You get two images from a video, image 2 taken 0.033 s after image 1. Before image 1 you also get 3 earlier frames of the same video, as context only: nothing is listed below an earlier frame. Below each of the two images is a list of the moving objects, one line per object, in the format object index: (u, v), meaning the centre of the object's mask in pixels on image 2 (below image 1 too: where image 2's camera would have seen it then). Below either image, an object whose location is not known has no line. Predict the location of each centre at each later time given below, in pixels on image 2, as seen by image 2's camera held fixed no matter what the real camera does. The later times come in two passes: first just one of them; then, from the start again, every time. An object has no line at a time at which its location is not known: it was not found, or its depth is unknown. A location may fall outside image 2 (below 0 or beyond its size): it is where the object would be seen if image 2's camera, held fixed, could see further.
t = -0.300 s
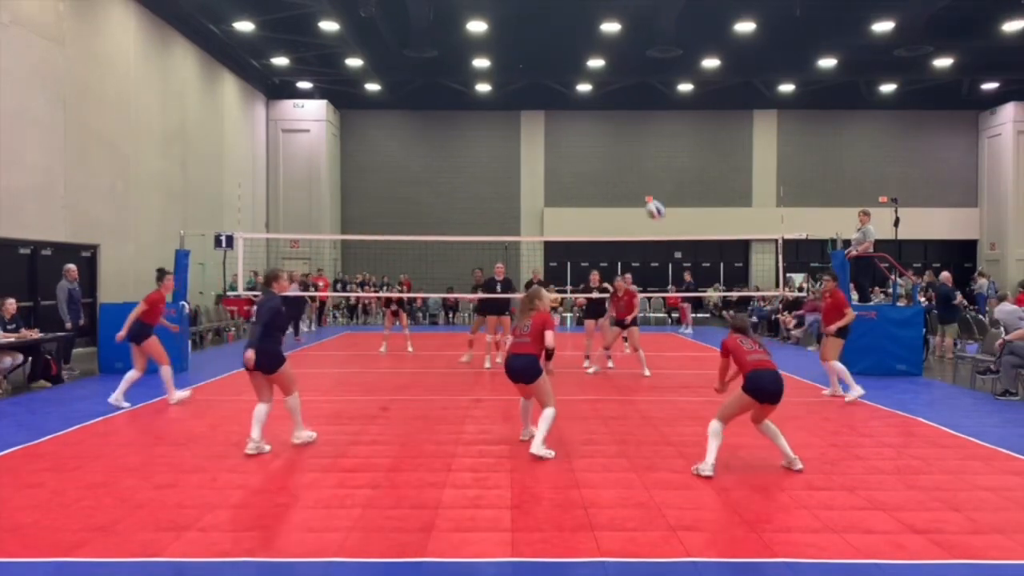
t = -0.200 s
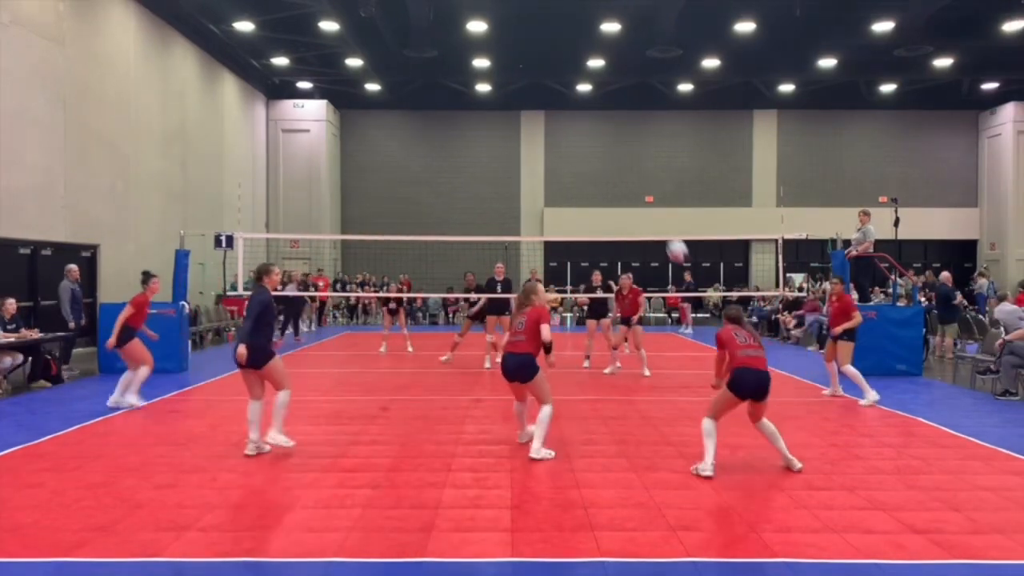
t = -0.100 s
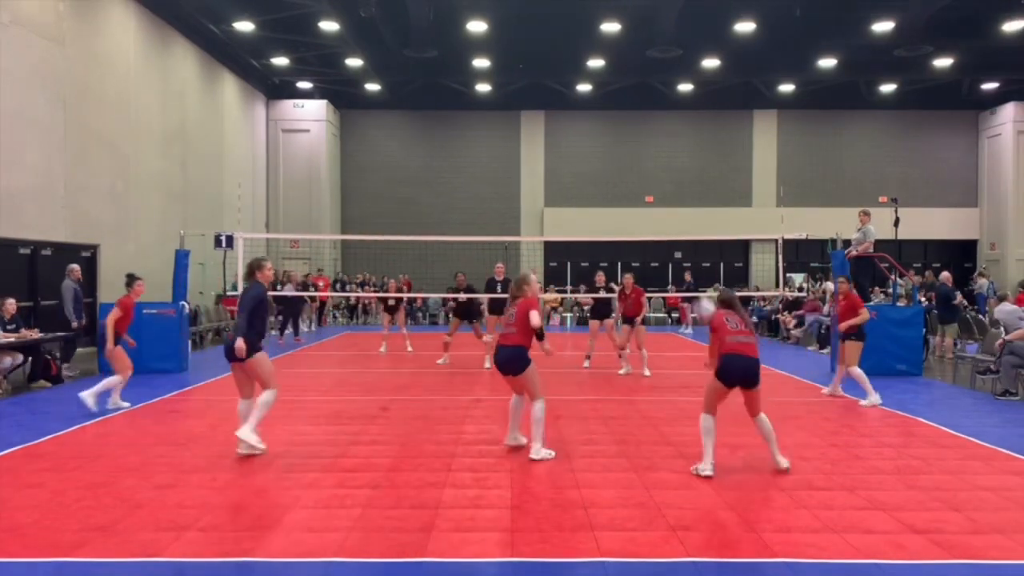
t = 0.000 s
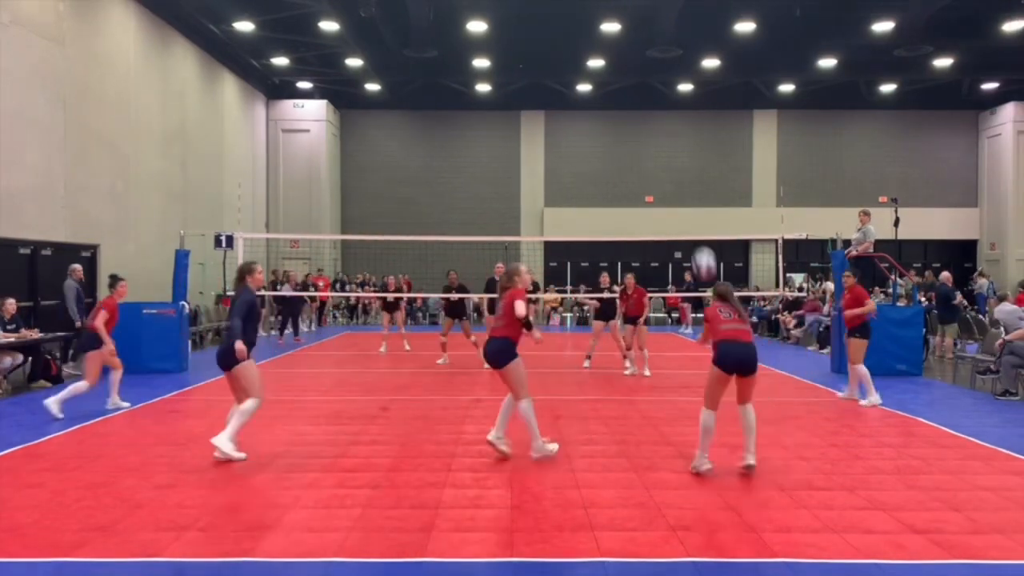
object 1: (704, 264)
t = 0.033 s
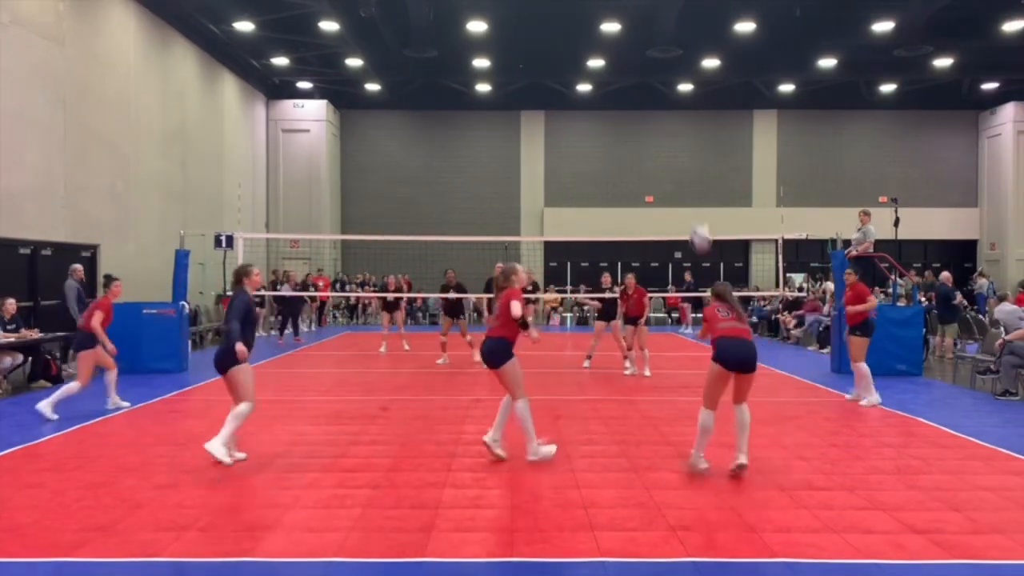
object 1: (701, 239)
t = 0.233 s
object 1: (681, 114)
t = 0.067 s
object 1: (696, 210)
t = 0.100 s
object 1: (693, 186)
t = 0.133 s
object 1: (691, 166)
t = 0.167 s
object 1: (687, 147)
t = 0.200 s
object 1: (683, 129)
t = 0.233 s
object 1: (681, 114)
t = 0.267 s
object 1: (677, 98)
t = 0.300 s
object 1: (674, 84)
